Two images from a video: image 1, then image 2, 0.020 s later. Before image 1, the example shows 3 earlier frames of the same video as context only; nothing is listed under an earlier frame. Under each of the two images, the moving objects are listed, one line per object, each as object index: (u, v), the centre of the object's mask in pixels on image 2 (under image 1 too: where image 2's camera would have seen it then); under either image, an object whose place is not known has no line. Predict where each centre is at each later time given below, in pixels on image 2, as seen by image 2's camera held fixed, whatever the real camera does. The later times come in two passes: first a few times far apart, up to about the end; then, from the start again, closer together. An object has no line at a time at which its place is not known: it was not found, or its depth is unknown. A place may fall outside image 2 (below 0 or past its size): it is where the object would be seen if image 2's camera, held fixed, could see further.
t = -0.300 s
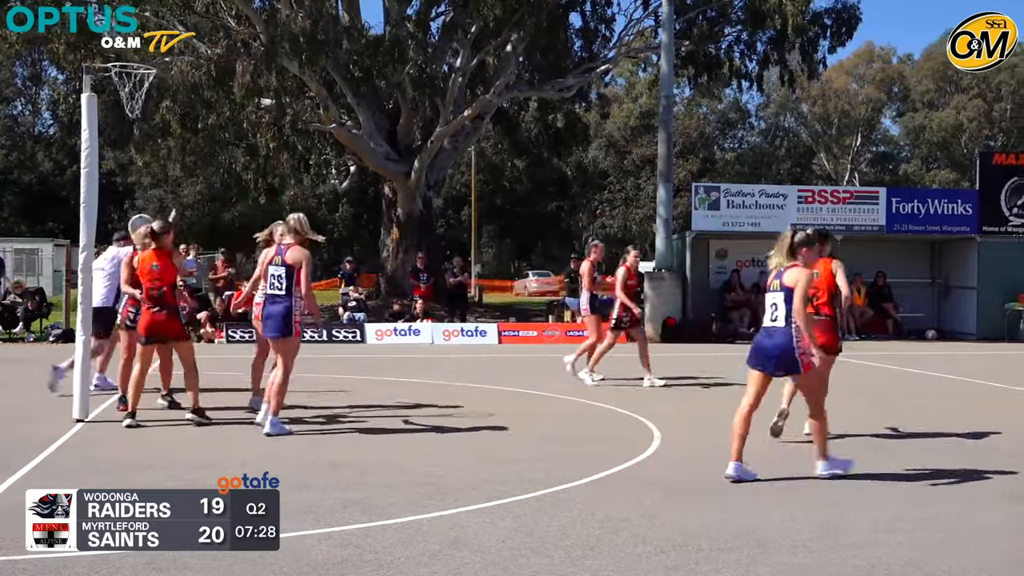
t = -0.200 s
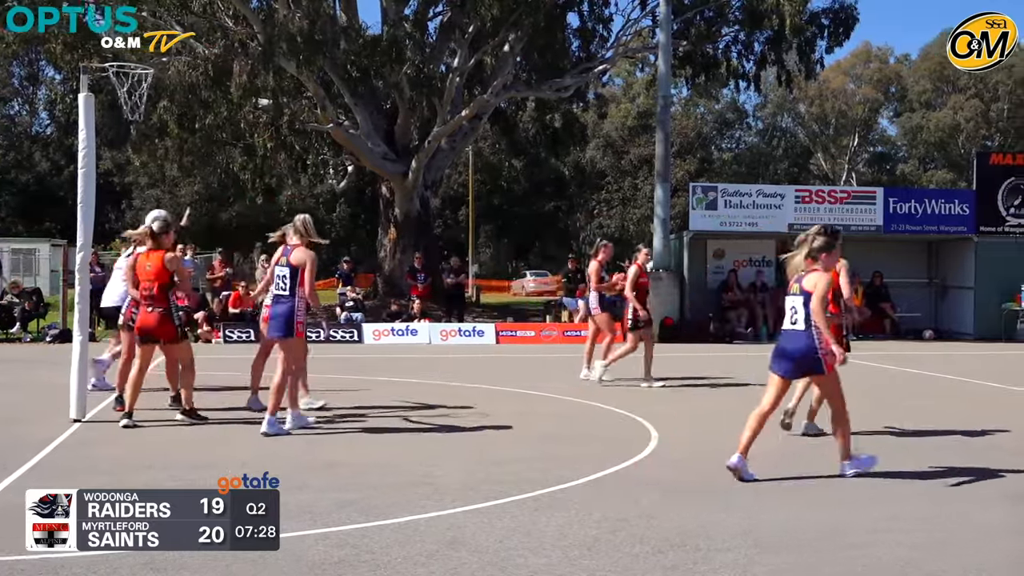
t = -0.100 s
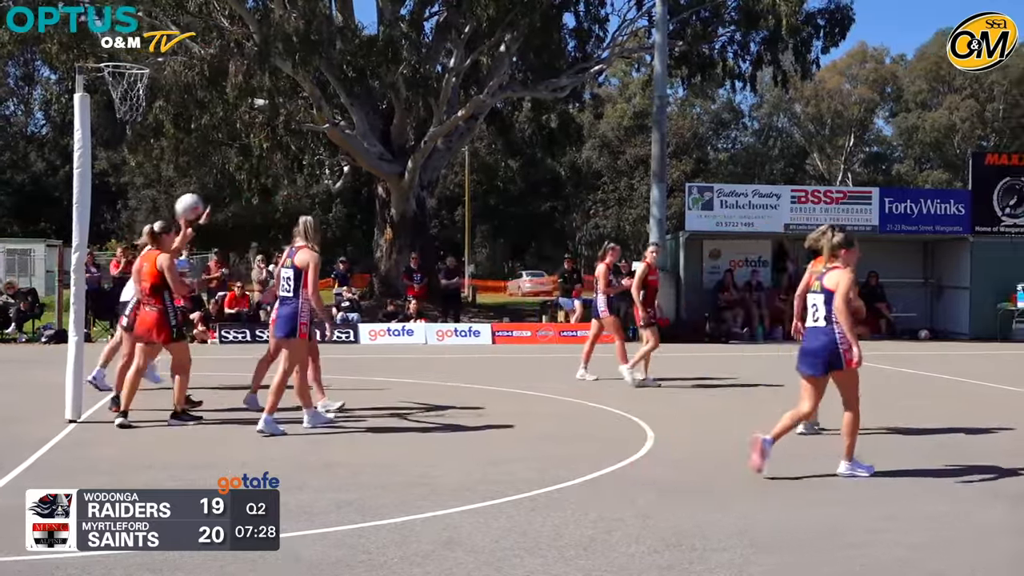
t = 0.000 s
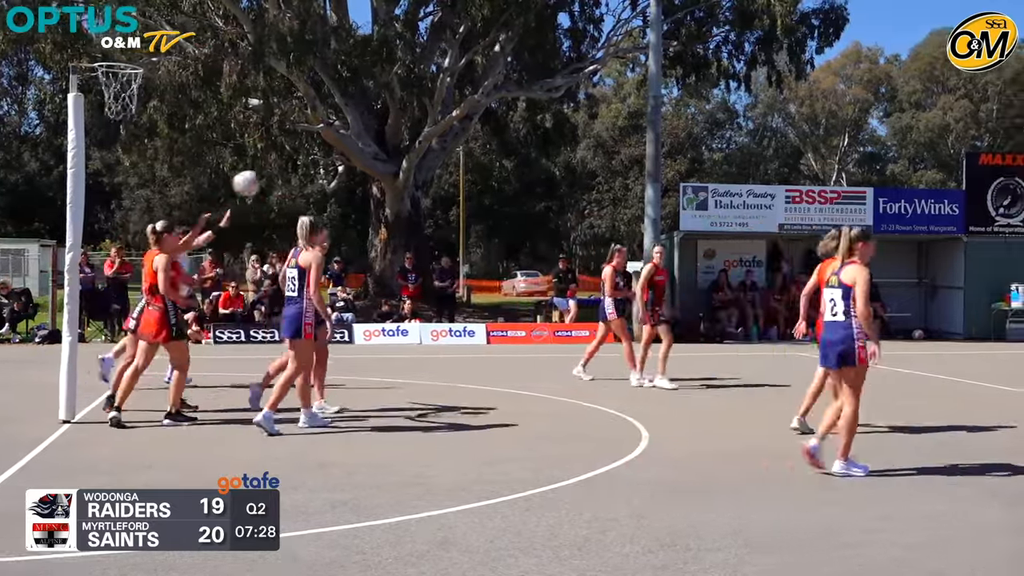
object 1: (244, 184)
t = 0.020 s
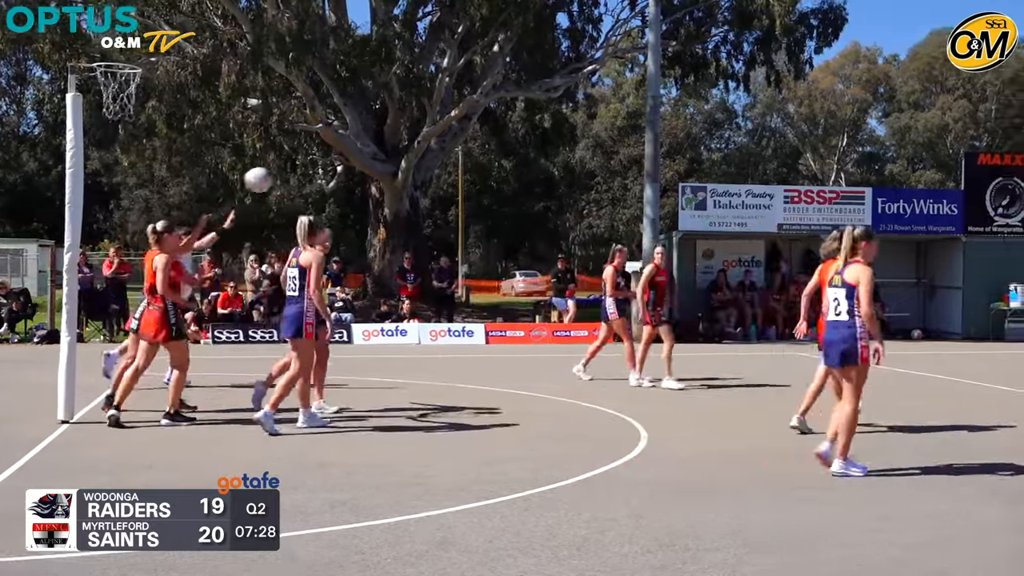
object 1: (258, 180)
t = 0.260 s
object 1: (403, 174)
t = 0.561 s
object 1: (571, 253)
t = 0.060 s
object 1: (283, 175)
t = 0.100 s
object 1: (307, 171)
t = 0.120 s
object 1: (319, 170)
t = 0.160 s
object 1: (343, 169)
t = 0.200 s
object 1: (368, 170)
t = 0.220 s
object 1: (380, 171)
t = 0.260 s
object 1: (403, 174)
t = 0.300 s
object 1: (426, 179)
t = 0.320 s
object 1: (437, 182)
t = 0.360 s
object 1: (461, 190)
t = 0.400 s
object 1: (483, 199)
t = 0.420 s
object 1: (495, 205)
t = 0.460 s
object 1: (517, 217)
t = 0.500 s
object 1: (539, 230)
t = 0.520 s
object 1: (550, 237)
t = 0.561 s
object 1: (571, 253)
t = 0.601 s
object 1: (593, 270)
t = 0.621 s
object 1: (603, 279)
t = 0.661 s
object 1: (622, 296)
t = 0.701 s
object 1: (642, 319)
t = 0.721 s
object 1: (652, 330)
